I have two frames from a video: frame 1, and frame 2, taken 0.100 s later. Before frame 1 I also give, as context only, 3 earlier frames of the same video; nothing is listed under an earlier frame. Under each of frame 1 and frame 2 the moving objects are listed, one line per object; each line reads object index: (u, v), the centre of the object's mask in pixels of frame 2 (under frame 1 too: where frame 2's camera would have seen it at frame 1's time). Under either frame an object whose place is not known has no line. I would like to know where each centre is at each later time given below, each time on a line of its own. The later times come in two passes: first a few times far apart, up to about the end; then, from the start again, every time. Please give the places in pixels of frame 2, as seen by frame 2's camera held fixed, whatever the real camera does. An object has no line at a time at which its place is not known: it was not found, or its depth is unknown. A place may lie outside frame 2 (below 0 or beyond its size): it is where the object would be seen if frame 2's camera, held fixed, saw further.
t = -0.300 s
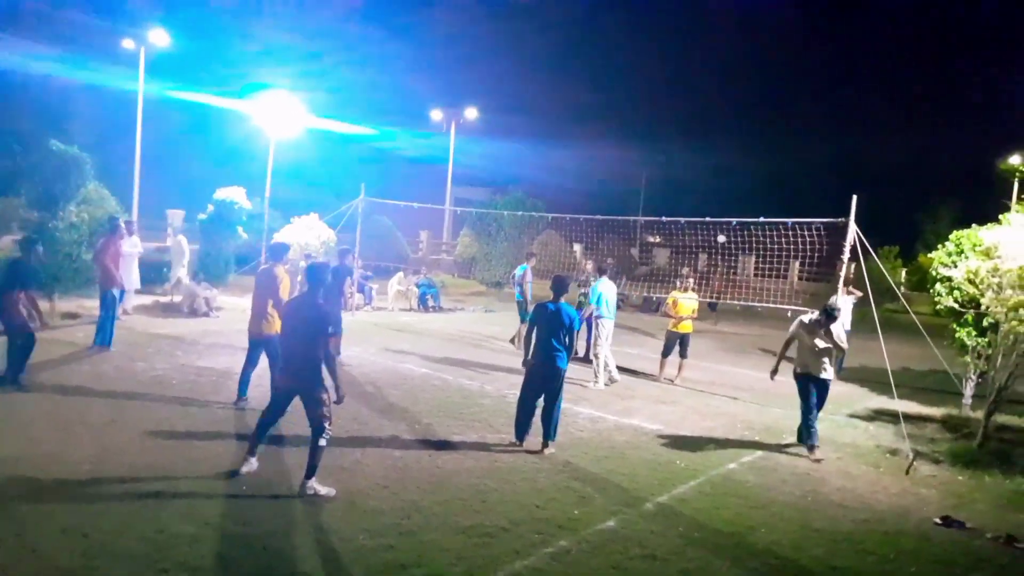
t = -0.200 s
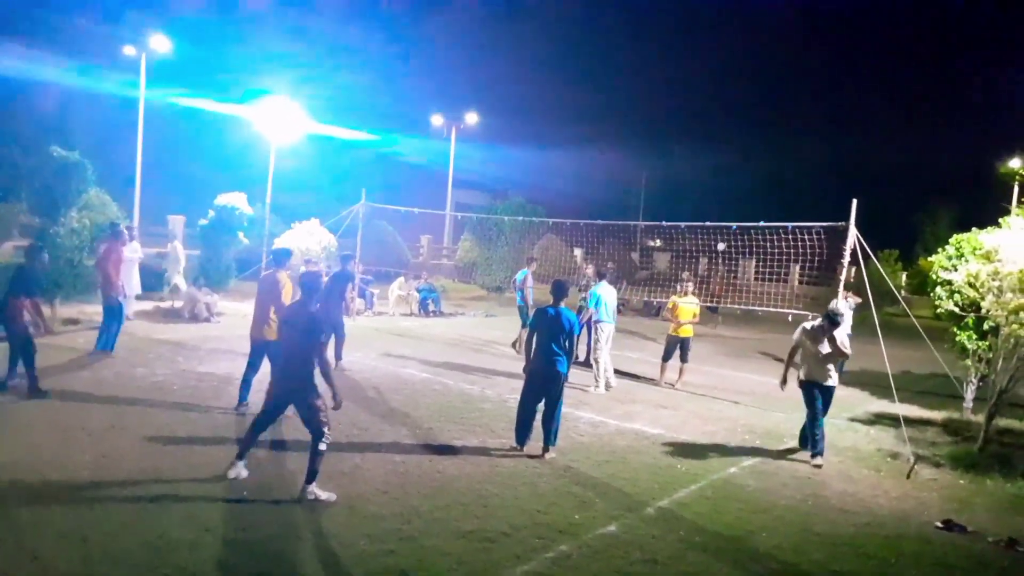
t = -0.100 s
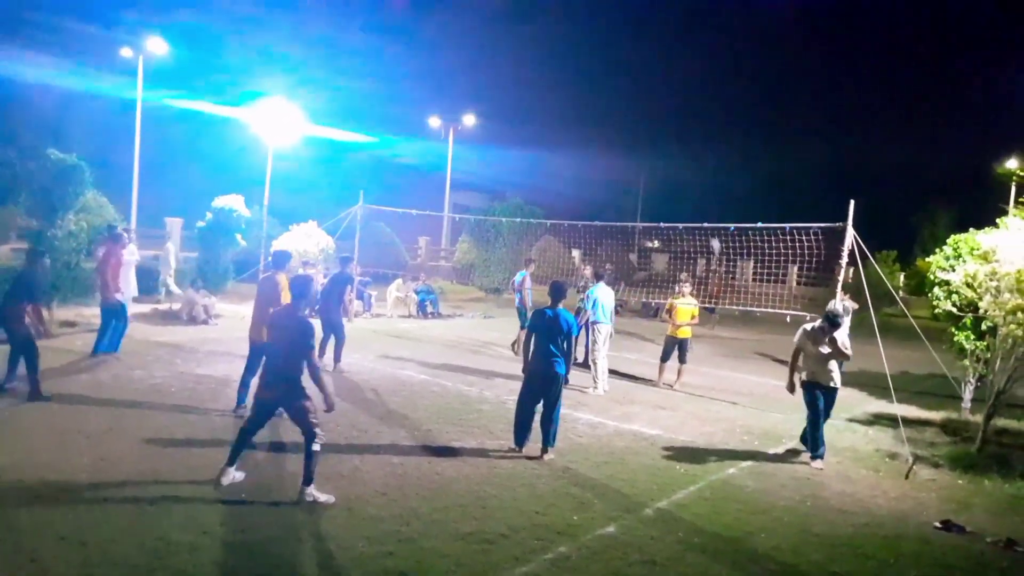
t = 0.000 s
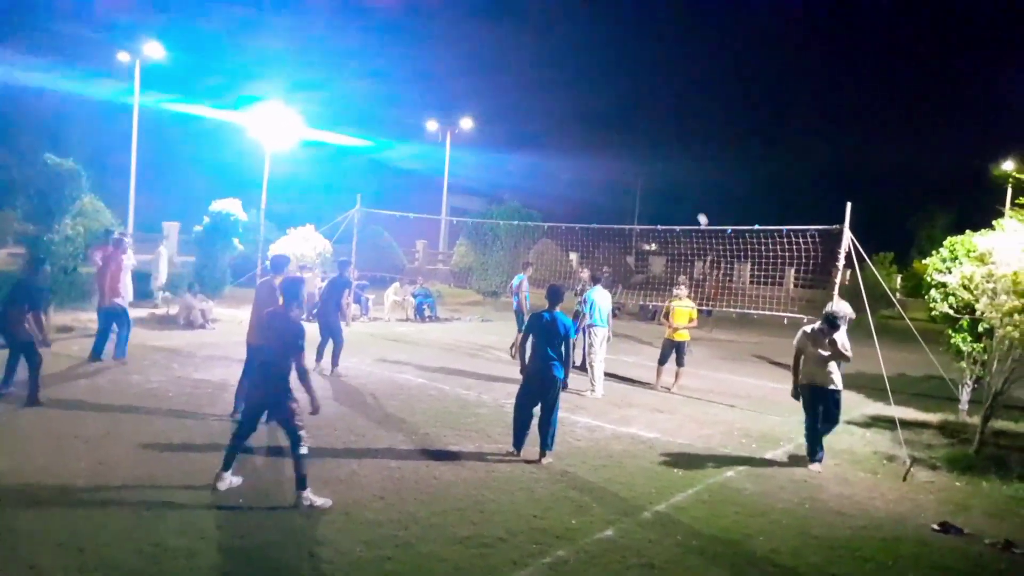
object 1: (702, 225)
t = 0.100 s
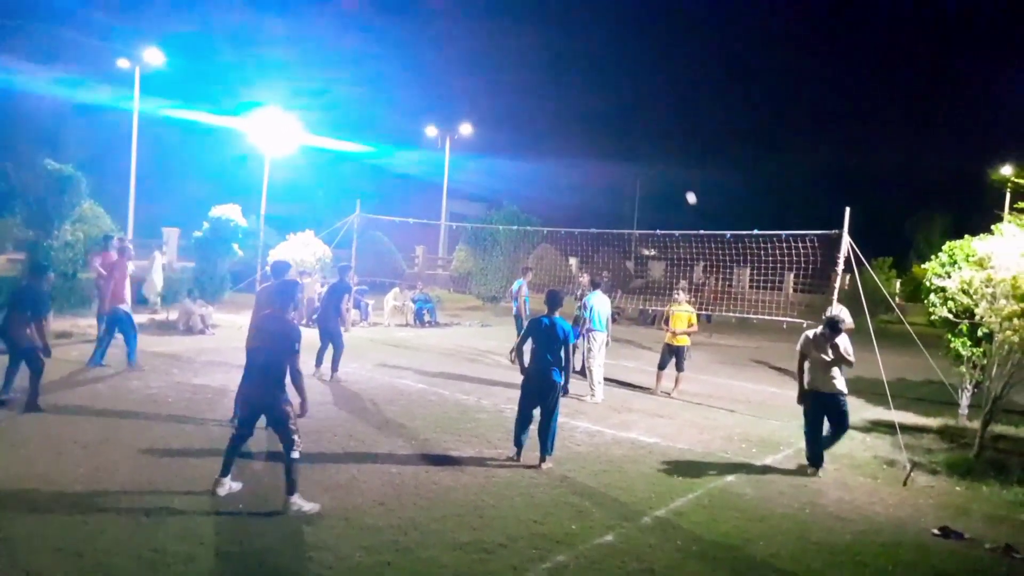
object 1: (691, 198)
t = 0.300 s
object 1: (668, 153)
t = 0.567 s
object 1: (632, 114)
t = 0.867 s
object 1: (577, 113)
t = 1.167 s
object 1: (509, 176)
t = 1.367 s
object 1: (459, 259)
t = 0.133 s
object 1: (687, 190)
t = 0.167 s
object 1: (684, 181)
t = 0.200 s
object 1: (680, 174)
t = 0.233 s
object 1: (676, 166)
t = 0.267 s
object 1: (672, 159)
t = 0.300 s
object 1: (668, 153)
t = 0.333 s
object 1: (664, 146)
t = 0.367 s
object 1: (660, 140)
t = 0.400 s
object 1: (656, 134)
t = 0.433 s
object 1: (651, 129)
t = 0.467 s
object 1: (647, 124)
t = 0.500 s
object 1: (642, 120)
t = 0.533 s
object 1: (637, 117)
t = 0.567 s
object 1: (632, 114)
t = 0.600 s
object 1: (626, 111)
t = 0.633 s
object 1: (620, 109)
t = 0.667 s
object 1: (615, 107)
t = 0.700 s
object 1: (609, 106)
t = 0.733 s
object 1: (603, 106)
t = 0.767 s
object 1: (596, 106)
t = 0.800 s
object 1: (590, 108)
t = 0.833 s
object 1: (584, 110)
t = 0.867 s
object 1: (577, 113)
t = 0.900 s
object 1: (571, 117)
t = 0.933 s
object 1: (564, 121)
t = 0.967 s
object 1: (557, 126)
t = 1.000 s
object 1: (550, 132)
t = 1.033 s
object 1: (542, 139)
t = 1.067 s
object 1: (535, 147)
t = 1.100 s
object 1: (527, 155)
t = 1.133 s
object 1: (518, 165)
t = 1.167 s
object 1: (509, 176)
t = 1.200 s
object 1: (501, 188)
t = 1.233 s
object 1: (493, 200)
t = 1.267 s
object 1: (485, 213)
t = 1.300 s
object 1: (476, 229)
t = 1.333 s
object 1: (467, 244)
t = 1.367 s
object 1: (459, 259)
